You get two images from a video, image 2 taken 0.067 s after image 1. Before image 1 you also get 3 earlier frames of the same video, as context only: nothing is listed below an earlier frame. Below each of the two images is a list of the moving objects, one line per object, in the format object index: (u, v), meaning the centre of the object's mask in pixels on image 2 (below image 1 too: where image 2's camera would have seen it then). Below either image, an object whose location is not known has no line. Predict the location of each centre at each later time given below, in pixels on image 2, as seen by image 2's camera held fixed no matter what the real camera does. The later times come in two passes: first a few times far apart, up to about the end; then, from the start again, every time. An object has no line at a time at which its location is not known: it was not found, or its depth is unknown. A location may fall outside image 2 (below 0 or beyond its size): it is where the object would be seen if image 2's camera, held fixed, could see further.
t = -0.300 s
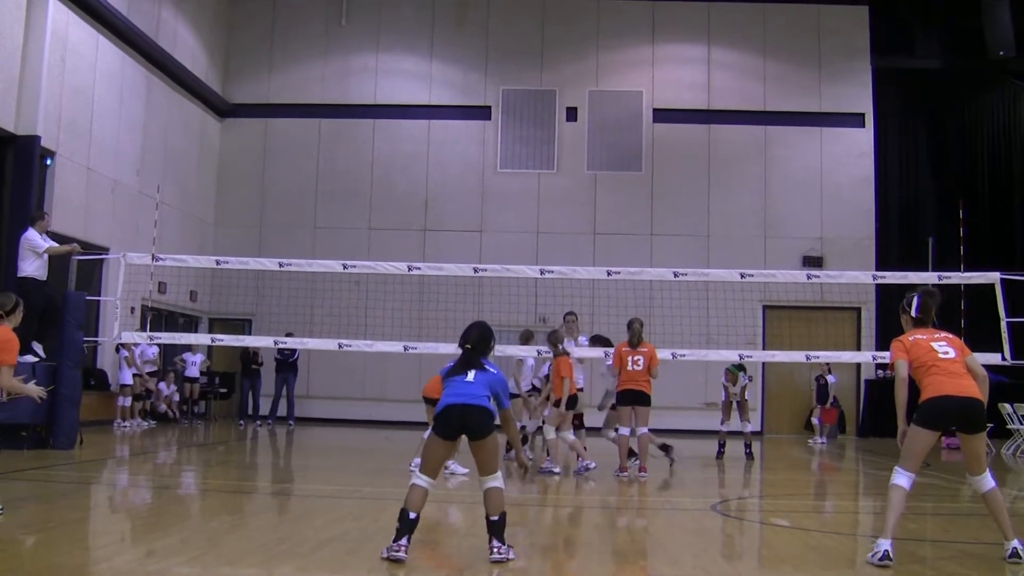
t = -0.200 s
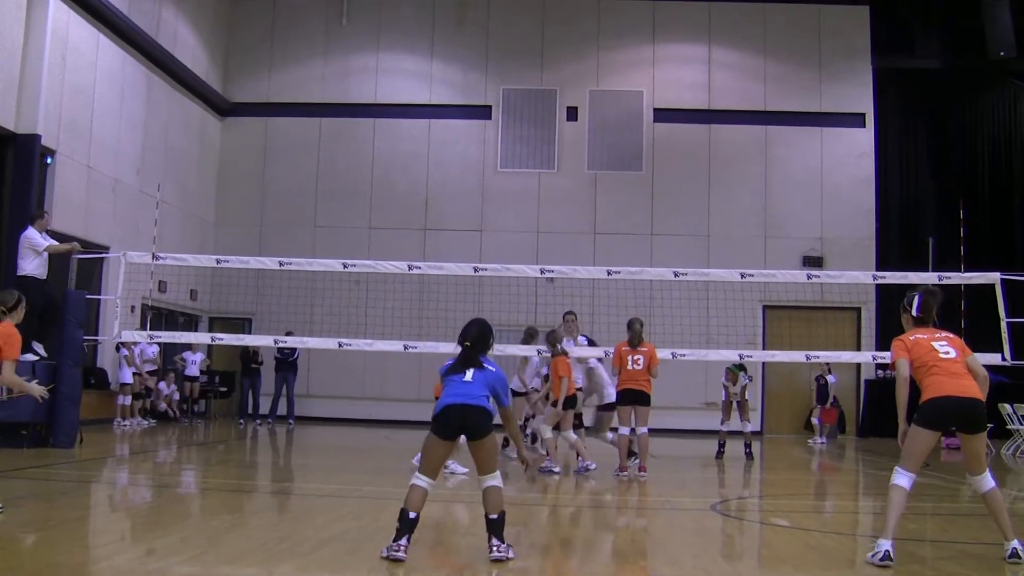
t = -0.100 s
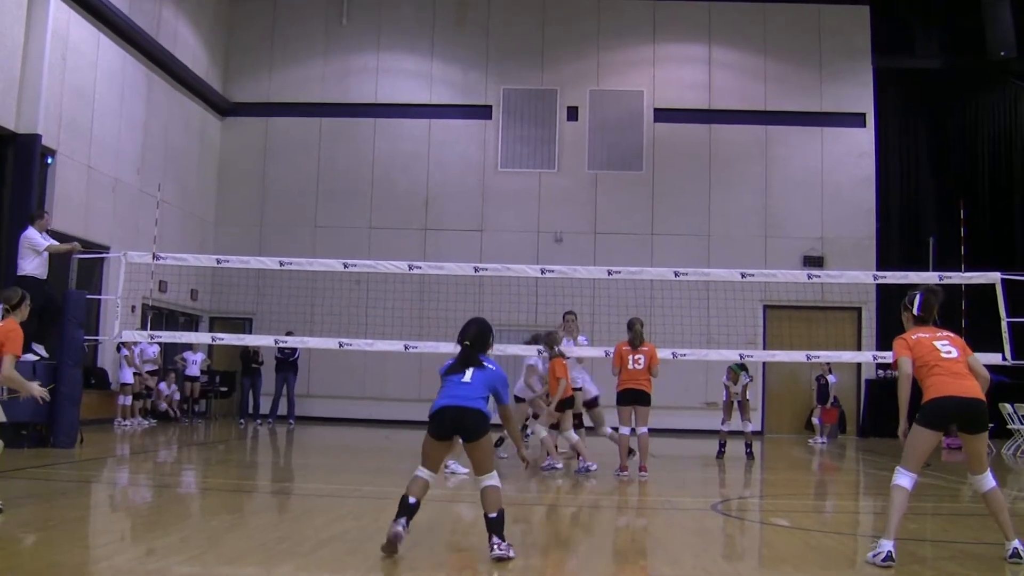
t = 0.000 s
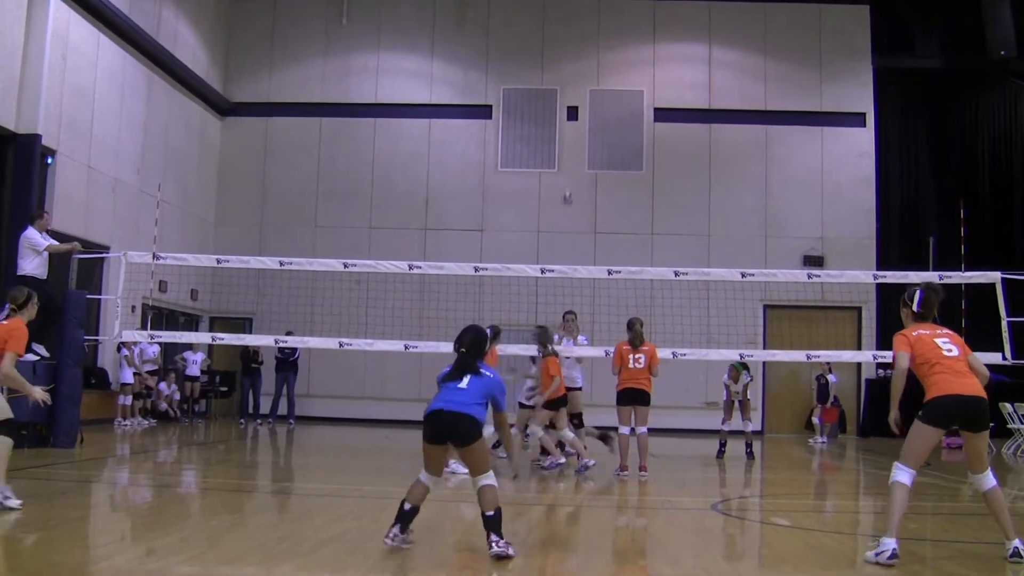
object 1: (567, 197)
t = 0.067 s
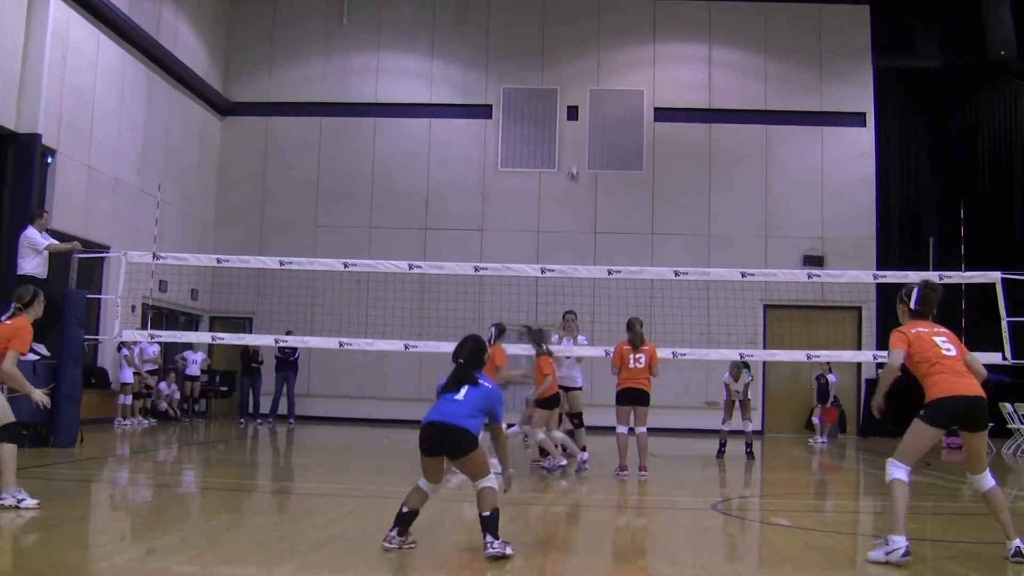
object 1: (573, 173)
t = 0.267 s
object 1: (598, 112)
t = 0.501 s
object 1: (634, 57)
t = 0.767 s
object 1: (682, 40)
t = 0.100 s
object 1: (577, 163)
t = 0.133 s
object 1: (581, 153)
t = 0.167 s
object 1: (585, 142)
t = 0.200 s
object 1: (590, 131)
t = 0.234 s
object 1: (594, 122)
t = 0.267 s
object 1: (598, 112)
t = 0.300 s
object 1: (603, 103)
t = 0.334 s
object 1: (608, 94)
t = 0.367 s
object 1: (613, 85)
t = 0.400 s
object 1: (618, 78)
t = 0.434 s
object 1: (623, 70)
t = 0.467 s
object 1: (629, 63)
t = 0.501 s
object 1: (634, 57)
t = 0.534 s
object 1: (640, 51)
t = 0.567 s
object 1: (646, 46)
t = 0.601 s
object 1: (652, 42)
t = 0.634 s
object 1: (658, 40)
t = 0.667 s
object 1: (664, 38)
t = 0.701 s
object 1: (670, 37)
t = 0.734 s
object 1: (676, 37)
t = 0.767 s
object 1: (682, 40)
